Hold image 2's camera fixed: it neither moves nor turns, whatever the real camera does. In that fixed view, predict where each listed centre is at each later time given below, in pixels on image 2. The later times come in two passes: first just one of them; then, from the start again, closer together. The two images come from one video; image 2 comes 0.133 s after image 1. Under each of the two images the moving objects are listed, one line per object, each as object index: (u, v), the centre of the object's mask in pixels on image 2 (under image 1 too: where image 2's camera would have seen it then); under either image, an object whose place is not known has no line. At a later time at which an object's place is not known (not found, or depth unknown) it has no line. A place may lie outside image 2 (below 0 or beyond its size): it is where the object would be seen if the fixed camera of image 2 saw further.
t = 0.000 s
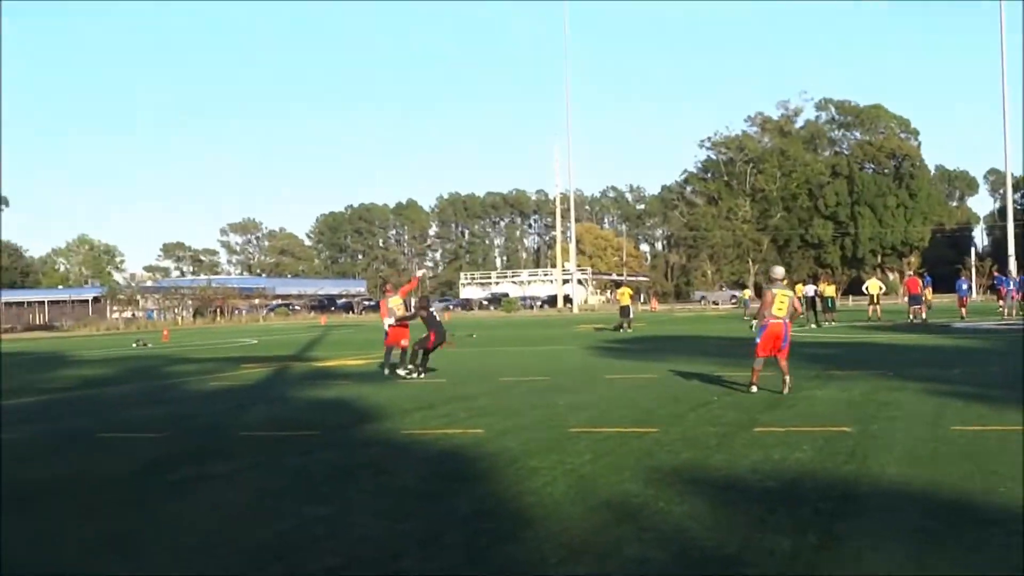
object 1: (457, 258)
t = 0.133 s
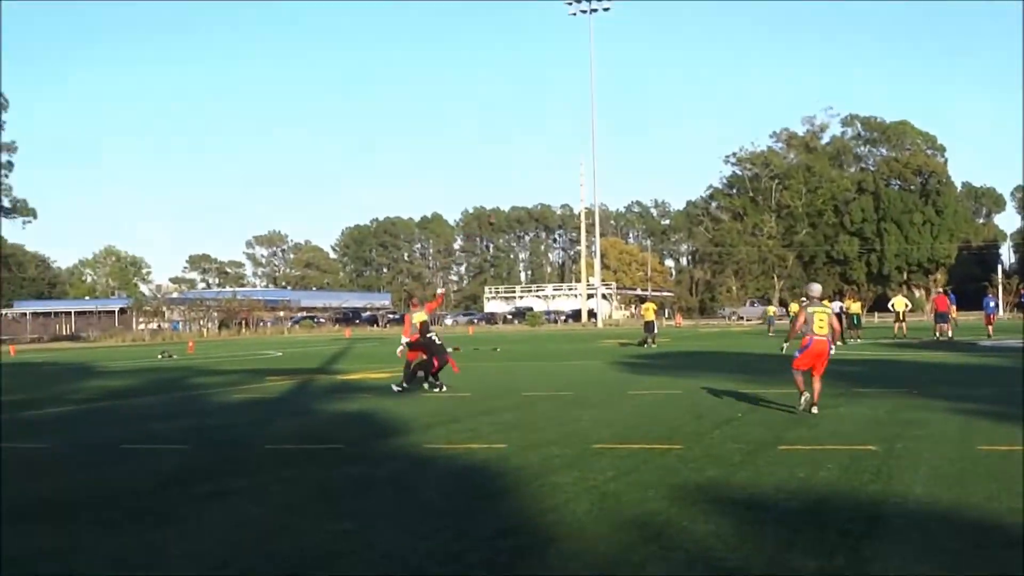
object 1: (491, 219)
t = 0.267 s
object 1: (534, 191)
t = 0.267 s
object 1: (534, 191)
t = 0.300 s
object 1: (539, 188)
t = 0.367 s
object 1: (561, 177)
